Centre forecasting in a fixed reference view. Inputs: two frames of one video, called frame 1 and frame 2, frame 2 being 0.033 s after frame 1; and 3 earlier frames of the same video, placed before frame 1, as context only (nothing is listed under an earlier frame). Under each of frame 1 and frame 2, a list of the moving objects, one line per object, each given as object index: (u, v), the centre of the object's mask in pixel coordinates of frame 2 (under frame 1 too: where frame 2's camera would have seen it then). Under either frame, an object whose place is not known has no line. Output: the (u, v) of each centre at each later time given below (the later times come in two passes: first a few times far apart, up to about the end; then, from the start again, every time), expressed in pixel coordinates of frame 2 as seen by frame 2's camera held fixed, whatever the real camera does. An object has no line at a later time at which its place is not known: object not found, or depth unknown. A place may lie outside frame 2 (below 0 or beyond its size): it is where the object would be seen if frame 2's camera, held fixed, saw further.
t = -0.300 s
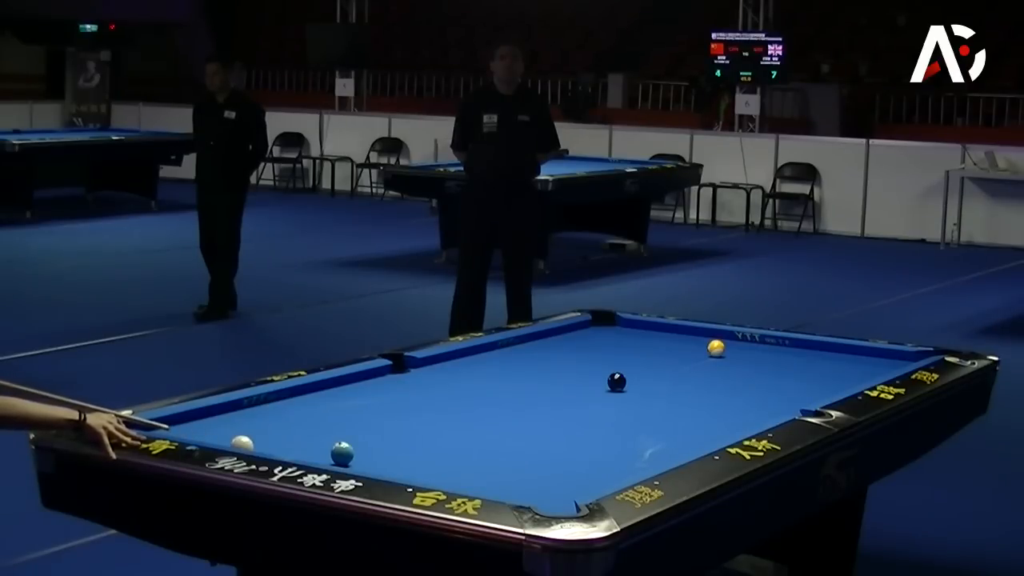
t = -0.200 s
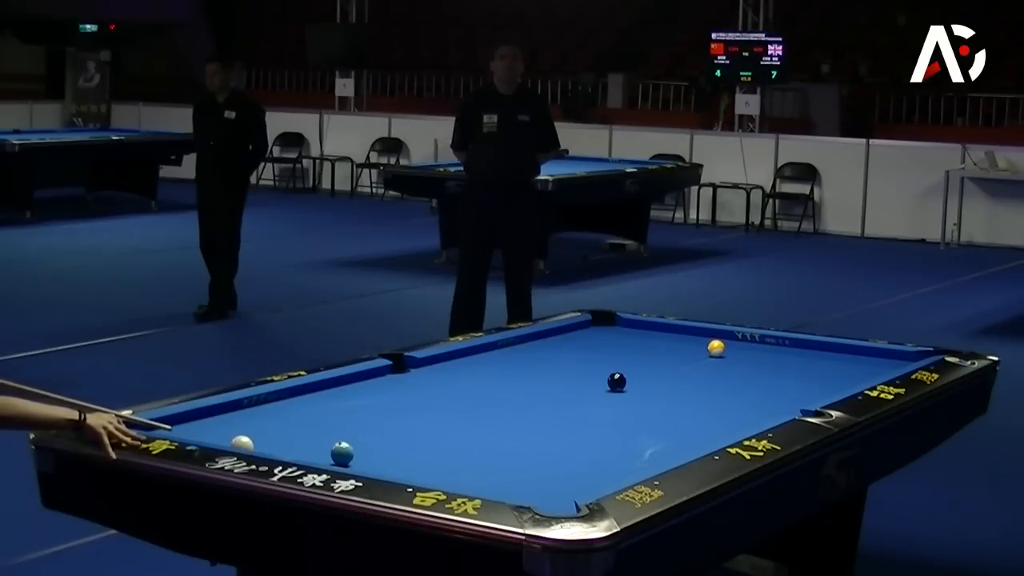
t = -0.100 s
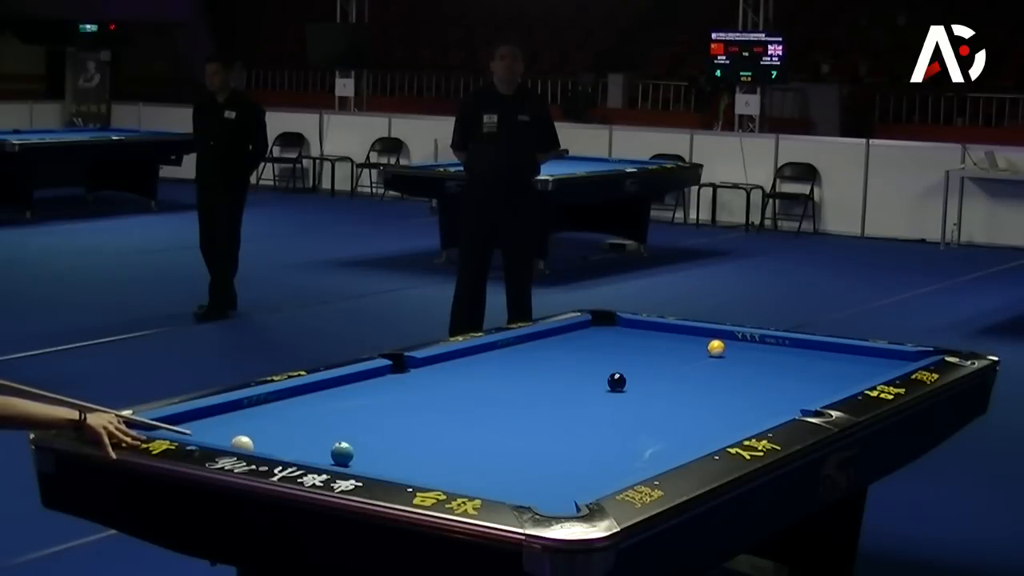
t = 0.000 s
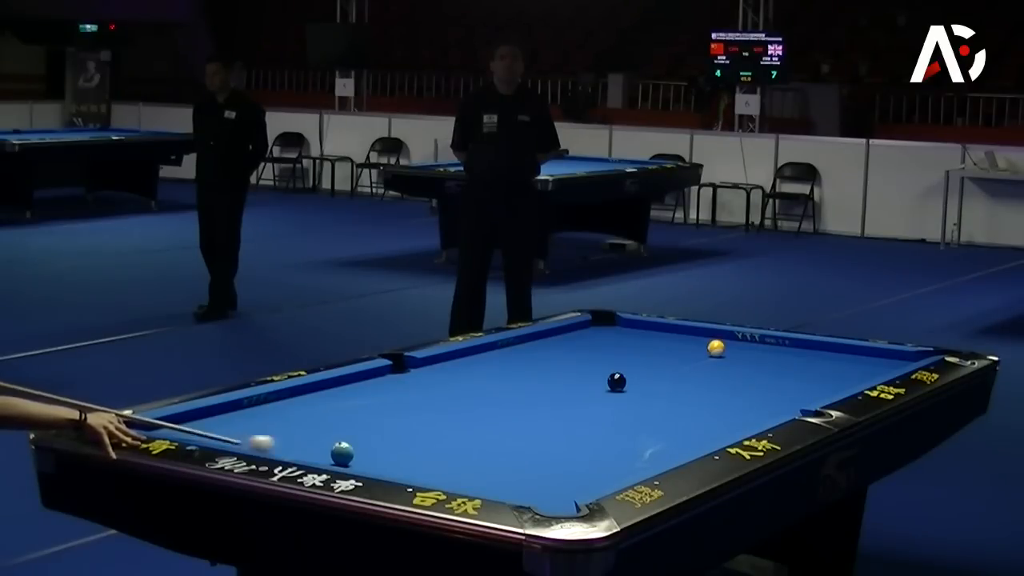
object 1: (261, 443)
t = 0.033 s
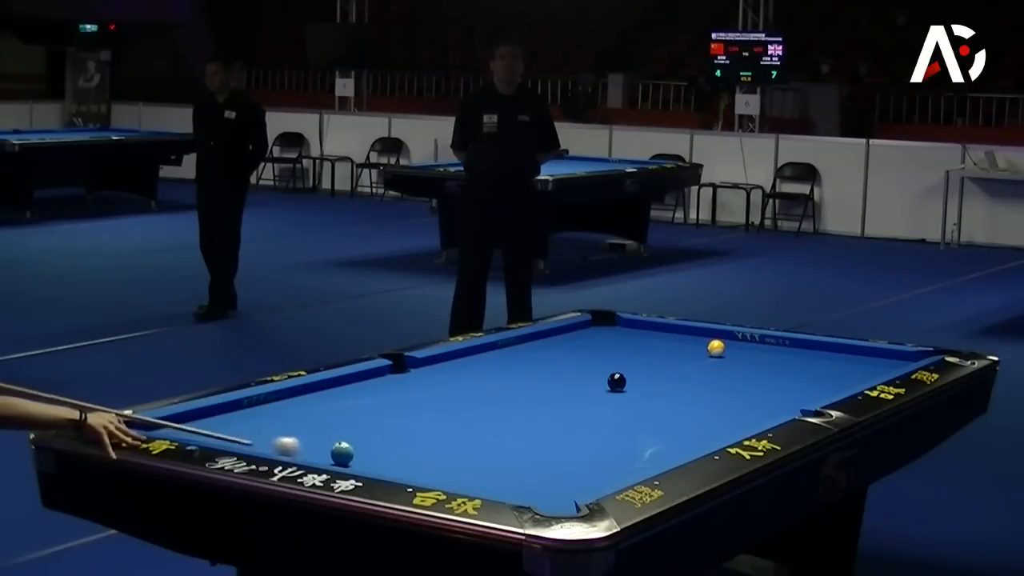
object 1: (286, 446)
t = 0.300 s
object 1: (411, 439)
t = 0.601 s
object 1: (522, 428)
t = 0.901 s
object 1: (621, 417)
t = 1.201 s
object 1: (712, 407)
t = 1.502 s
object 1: (794, 397)
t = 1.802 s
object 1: (838, 384)
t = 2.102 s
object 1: (846, 374)
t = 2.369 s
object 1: (851, 364)
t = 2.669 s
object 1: (857, 354)
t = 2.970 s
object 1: (843, 350)
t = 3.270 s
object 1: (809, 351)
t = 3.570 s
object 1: (776, 352)
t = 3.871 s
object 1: (745, 354)
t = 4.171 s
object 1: (716, 355)
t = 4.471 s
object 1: (687, 356)
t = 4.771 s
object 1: (661, 357)
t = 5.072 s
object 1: (637, 358)
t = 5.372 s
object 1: (615, 358)
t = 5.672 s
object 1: (595, 359)
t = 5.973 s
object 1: (577, 359)
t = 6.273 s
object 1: (562, 360)
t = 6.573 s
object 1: (550, 361)
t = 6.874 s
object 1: (539, 361)
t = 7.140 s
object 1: (531, 361)
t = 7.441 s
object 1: (524, 361)
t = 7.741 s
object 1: (520, 361)
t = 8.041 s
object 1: (517, 361)
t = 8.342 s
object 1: (516, 361)
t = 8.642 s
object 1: (516, 361)
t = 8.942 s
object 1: (516, 361)
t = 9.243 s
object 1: (516, 361)
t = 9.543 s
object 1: (516, 361)
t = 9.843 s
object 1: (516, 361)
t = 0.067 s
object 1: (310, 448)
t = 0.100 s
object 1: (329, 446)
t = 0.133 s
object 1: (343, 443)
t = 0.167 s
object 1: (358, 441)
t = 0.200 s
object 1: (372, 441)
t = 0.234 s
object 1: (385, 442)
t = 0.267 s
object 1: (398, 440)
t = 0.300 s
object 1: (411, 439)
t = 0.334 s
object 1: (424, 438)
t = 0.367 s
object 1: (437, 436)
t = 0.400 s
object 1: (449, 435)
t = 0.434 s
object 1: (462, 434)
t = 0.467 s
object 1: (474, 432)
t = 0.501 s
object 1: (486, 431)
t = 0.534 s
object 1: (498, 430)
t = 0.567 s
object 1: (510, 429)
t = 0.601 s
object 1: (522, 428)
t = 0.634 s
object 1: (534, 426)
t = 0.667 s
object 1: (545, 425)
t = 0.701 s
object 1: (556, 424)
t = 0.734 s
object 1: (567, 422)
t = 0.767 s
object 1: (579, 421)
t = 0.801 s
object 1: (589, 420)
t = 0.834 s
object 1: (600, 419)
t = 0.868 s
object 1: (611, 418)
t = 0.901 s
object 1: (621, 417)
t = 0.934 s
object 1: (632, 415)
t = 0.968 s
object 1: (642, 414)
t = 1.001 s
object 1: (653, 413)
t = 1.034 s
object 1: (663, 412)
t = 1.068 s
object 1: (673, 411)
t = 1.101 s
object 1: (683, 410)
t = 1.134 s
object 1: (693, 409)
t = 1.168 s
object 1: (703, 408)
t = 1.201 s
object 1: (712, 407)
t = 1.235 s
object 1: (722, 406)
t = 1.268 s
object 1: (731, 405)
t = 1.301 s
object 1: (741, 404)
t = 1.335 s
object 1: (750, 403)
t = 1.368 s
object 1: (759, 401)
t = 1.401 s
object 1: (768, 400)
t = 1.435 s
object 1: (777, 399)
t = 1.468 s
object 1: (786, 398)
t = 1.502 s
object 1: (794, 397)
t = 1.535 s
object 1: (803, 396)
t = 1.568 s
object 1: (811, 394)
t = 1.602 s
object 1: (819, 393)
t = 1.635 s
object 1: (828, 391)
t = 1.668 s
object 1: (835, 389)
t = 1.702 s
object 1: (836, 388)
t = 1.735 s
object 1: (836, 387)
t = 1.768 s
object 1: (837, 385)
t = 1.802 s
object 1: (838, 384)
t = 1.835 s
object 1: (839, 384)
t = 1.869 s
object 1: (840, 383)
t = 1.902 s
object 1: (841, 381)
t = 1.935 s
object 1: (841, 380)
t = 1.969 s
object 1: (842, 379)
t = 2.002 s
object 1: (843, 378)
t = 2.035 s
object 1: (844, 377)
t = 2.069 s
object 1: (845, 375)
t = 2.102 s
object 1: (846, 374)
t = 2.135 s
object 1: (846, 372)
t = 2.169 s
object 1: (847, 371)
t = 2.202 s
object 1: (848, 370)
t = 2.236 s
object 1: (848, 369)
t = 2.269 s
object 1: (849, 368)
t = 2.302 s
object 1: (850, 366)
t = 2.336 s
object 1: (851, 365)
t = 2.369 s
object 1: (851, 364)
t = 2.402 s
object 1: (852, 363)
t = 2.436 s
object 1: (853, 362)
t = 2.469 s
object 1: (853, 361)
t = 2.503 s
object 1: (854, 359)
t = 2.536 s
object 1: (855, 358)
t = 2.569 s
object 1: (855, 357)
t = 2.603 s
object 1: (856, 356)
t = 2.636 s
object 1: (857, 355)
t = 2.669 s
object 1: (857, 354)
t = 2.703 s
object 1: (858, 353)
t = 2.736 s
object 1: (858, 352)
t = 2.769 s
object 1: (859, 351)
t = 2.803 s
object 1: (860, 350)
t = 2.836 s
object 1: (859, 349)
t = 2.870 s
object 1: (855, 350)
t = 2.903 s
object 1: (851, 350)
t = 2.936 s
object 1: (847, 350)
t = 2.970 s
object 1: (843, 350)
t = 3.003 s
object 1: (839, 350)
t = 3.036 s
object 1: (836, 350)
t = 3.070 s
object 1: (832, 350)
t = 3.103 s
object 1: (828, 351)
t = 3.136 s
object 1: (824, 351)
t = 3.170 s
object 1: (820, 351)
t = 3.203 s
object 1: (817, 351)
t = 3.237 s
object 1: (813, 351)
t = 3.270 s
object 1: (809, 351)
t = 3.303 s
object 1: (805, 351)
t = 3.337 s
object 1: (802, 351)
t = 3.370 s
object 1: (798, 351)
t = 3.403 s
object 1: (794, 351)
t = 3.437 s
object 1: (791, 352)
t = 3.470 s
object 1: (787, 352)
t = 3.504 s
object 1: (784, 352)
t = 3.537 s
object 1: (780, 352)
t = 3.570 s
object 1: (776, 352)
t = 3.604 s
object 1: (773, 353)
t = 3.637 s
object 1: (769, 353)
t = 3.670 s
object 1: (766, 353)
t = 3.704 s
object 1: (762, 353)
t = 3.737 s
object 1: (759, 353)
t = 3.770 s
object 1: (755, 353)
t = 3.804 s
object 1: (752, 353)
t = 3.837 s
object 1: (749, 354)
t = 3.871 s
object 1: (745, 354)
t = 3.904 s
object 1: (742, 354)
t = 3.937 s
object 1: (738, 354)
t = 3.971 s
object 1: (735, 354)
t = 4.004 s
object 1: (732, 354)
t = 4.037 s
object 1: (729, 354)
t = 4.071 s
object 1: (725, 355)
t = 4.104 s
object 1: (722, 355)
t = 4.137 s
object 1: (719, 355)
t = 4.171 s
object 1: (716, 355)
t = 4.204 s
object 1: (713, 355)
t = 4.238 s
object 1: (709, 355)
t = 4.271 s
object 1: (706, 355)
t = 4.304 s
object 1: (703, 355)
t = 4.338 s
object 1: (700, 355)
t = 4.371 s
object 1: (696, 355)
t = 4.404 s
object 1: (693, 356)
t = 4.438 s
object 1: (690, 356)
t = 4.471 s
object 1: (687, 356)
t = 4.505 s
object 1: (684, 356)
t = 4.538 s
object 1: (681, 356)
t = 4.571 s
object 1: (678, 356)
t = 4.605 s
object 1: (675, 356)
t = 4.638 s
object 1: (673, 356)
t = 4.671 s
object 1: (669, 356)
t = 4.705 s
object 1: (667, 357)
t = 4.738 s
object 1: (664, 357)
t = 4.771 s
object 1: (661, 357)
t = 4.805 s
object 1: (658, 357)
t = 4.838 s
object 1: (656, 357)
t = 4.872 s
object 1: (653, 357)
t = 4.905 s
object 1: (650, 357)
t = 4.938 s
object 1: (648, 357)
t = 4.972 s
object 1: (645, 357)
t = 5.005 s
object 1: (642, 357)
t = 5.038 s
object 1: (639, 358)
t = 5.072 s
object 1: (637, 358)
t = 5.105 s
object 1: (634, 357)
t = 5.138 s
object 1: (632, 358)
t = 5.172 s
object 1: (629, 358)
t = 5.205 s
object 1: (627, 358)
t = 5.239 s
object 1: (624, 358)
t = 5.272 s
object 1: (622, 358)
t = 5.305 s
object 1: (620, 358)
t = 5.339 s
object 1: (617, 358)
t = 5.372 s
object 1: (615, 358)
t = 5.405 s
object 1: (612, 358)
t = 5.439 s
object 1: (610, 358)
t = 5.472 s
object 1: (608, 358)
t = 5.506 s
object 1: (606, 358)
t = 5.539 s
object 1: (603, 359)
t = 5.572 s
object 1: (601, 359)
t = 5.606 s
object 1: (599, 359)
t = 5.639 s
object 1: (597, 359)
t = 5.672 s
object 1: (595, 359)
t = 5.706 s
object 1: (593, 359)
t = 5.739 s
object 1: (591, 359)
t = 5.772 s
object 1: (589, 359)
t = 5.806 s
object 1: (587, 359)
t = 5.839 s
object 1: (585, 359)
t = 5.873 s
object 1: (583, 359)
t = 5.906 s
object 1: (581, 359)
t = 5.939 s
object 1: (579, 359)
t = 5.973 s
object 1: (577, 359)
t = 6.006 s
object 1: (575, 359)
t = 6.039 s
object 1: (573, 360)
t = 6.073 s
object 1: (572, 360)
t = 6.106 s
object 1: (570, 360)
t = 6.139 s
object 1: (569, 360)
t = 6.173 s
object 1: (567, 360)
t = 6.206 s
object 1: (565, 360)
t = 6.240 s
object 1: (564, 360)
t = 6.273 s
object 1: (562, 360)
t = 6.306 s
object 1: (561, 360)
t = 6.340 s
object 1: (559, 360)
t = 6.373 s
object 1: (558, 360)
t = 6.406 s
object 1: (556, 360)
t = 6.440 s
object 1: (555, 360)
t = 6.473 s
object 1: (553, 360)
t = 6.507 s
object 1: (552, 361)
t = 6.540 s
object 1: (551, 361)
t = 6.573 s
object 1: (550, 361)
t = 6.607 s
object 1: (548, 361)
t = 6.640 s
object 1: (547, 361)
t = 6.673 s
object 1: (546, 361)
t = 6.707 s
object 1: (545, 361)
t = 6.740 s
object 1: (543, 361)
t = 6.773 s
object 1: (542, 361)
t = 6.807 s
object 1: (541, 361)
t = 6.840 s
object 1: (540, 361)
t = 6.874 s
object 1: (539, 361)
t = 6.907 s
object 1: (538, 361)
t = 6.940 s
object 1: (537, 361)
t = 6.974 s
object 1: (536, 361)
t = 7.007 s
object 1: (535, 361)
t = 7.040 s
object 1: (534, 361)
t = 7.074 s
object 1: (533, 361)
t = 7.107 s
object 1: (532, 361)
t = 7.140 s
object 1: (531, 361)
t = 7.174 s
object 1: (531, 361)
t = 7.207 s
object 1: (530, 361)
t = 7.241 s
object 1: (529, 361)
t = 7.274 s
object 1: (528, 361)
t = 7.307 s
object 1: (527, 361)
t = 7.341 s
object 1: (526, 361)
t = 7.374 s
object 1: (526, 361)
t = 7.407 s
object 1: (525, 361)
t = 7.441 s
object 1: (524, 361)
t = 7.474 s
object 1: (524, 361)
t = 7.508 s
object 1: (523, 361)
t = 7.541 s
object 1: (523, 361)
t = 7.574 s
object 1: (522, 361)
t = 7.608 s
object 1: (522, 361)
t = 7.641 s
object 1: (521, 361)
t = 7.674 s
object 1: (521, 361)
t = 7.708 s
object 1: (520, 361)
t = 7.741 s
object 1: (520, 361)
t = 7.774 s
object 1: (519, 361)
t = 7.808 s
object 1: (519, 361)
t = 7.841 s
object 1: (519, 361)
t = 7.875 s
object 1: (518, 361)
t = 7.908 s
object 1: (518, 361)
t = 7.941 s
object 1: (518, 361)
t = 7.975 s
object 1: (517, 361)
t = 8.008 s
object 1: (517, 361)
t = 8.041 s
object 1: (517, 361)
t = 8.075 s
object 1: (517, 361)
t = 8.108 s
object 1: (517, 361)
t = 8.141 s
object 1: (517, 361)
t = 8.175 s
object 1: (517, 361)
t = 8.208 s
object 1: (516, 361)
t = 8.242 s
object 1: (516, 361)
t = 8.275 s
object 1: (516, 361)
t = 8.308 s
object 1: (516, 361)
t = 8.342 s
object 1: (516, 361)
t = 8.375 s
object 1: (516, 361)
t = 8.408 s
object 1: (516, 361)
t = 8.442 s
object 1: (516, 361)
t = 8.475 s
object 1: (516, 361)
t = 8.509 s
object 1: (516, 361)
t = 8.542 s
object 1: (516, 361)
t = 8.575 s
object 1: (516, 361)
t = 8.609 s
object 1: (516, 361)
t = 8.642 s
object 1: (516, 361)
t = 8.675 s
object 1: (516, 361)
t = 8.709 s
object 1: (516, 361)
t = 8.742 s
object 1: (516, 361)
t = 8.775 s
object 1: (516, 361)
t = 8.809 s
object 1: (516, 361)
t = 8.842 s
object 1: (516, 361)
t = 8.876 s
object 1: (516, 361)
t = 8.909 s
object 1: (516, 361)
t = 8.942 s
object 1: (516, 361)
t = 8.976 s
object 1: (516, 361)
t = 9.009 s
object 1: (516, 361)
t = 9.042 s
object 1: (516, 361)
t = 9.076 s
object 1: (516, 361)
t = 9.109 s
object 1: (516, 361)
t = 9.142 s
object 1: (516, 361)
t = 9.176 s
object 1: (516, 361)
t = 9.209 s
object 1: (516, 361)
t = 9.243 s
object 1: (516, 361)
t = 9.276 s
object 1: (516, 361)
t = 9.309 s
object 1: (516, 361)
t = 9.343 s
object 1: (516, 361)
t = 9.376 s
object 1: (516, 361)
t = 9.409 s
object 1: (516, 361)
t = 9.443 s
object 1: (516, 361)
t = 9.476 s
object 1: (516, 361)
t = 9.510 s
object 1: (516, 361)
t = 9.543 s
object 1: (516, 361)
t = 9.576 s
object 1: (516, 361)
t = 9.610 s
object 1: (516, 361)
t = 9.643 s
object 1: (516, 361)
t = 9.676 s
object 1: (516, 361)
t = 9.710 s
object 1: (516, 361)
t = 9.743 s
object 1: (516, 361)
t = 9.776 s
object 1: (516, 361)
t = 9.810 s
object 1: (516, 361)
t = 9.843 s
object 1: (516, 361)
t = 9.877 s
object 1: (516, 361)
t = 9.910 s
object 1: (516, 361)
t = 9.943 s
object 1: (516, 361)
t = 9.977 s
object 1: (516, 361)
